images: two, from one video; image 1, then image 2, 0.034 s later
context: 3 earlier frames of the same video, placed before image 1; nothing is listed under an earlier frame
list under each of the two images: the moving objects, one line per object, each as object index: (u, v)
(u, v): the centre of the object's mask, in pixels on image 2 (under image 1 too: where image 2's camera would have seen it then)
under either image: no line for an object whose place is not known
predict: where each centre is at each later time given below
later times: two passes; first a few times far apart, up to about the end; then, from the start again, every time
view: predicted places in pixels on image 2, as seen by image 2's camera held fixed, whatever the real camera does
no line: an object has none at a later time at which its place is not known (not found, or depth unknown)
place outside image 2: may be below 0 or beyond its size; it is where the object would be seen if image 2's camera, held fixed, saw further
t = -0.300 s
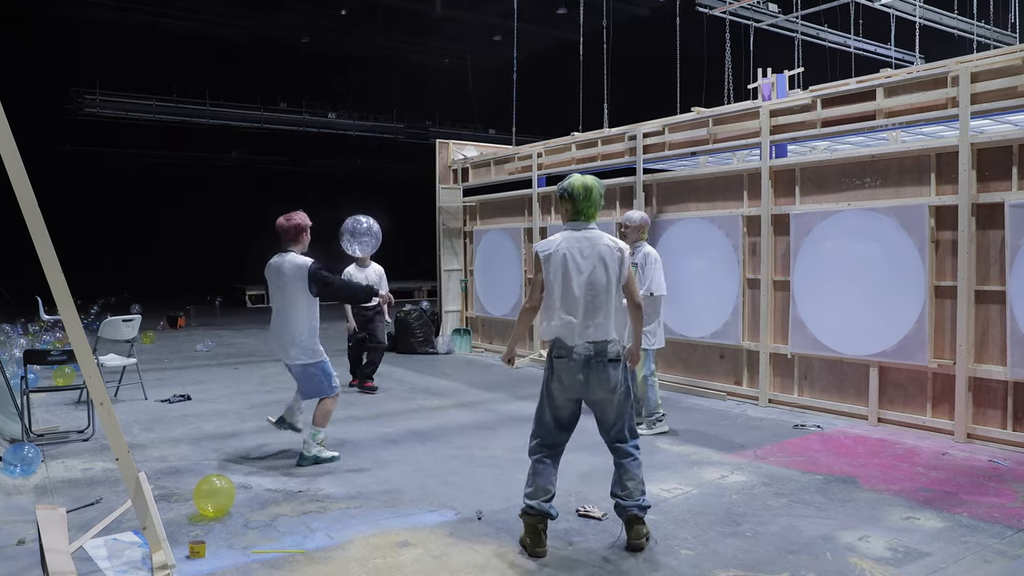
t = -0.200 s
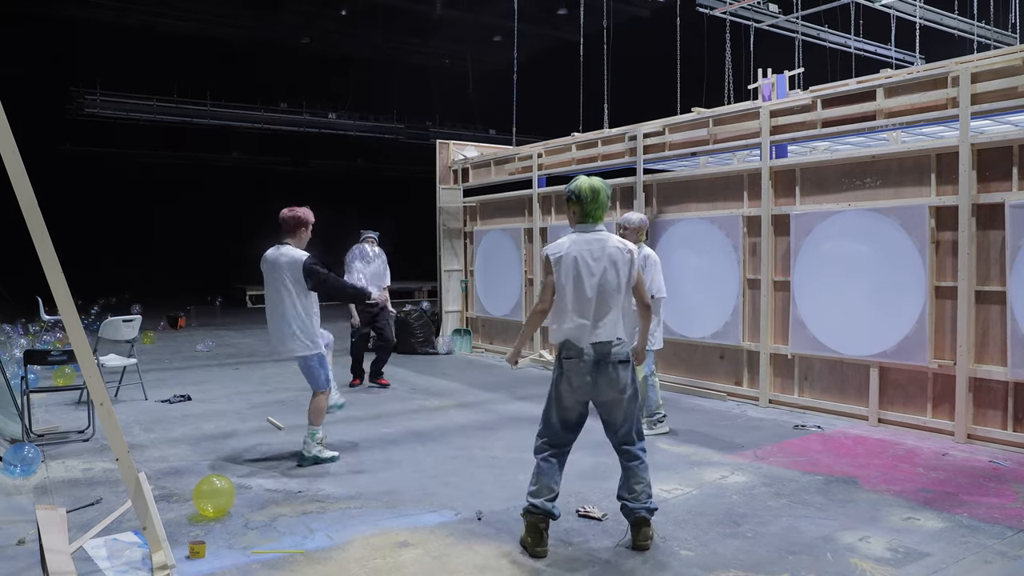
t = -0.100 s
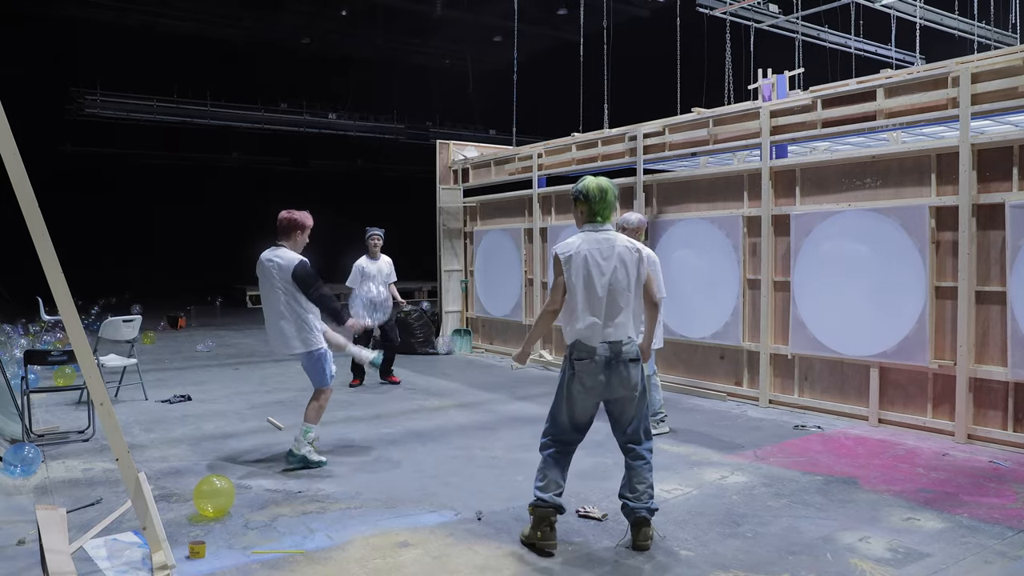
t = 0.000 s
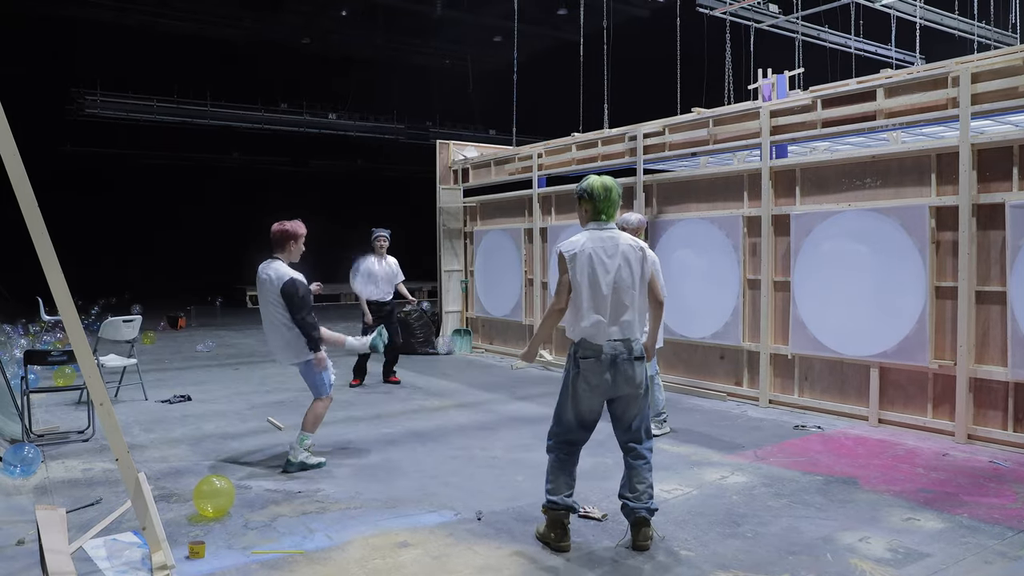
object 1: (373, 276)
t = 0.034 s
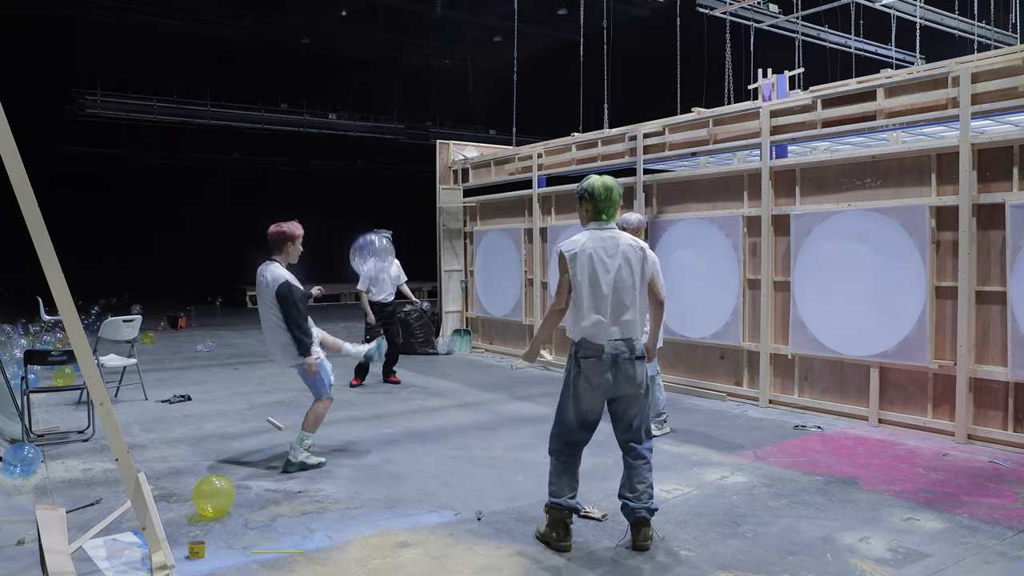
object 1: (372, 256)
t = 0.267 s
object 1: (375, 140)
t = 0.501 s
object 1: (380, 89)
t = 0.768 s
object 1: (383, 103)
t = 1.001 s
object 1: (387, 175)
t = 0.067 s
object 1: (372, 235)
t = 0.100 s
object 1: (373, 216)
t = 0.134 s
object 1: (373, 198)
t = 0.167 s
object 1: (374, 182)
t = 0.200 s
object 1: (374, 167)
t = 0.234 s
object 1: (375, 153)
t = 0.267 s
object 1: (375, 140)
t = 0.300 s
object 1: (376, 129)
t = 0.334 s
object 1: (377, 119)
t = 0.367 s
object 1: (377, 111)
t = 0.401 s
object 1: (378, 103)
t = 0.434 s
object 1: (378, 98)
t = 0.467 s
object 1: (379, 93)
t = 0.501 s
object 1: (380, 89)
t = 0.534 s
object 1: (380, 87)
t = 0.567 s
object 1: (381, 86)
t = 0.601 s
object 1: (381, 86)
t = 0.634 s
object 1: (381, 87)
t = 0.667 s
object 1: (382, 90)
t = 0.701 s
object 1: (382, 93)
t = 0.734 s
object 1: (383, 98)
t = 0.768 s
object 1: (383, 103)
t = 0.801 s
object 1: (384, 110)
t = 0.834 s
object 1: (384, 118)
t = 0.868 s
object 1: (385, 127)
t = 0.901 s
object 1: (385, 138)
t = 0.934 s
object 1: (386, 149)
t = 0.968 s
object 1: (386, 162)
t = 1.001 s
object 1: (387, 175)
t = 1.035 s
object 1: (388, 190)
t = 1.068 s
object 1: (388, 206)
